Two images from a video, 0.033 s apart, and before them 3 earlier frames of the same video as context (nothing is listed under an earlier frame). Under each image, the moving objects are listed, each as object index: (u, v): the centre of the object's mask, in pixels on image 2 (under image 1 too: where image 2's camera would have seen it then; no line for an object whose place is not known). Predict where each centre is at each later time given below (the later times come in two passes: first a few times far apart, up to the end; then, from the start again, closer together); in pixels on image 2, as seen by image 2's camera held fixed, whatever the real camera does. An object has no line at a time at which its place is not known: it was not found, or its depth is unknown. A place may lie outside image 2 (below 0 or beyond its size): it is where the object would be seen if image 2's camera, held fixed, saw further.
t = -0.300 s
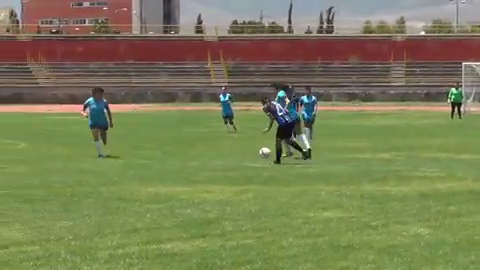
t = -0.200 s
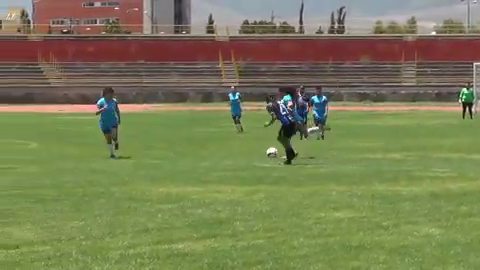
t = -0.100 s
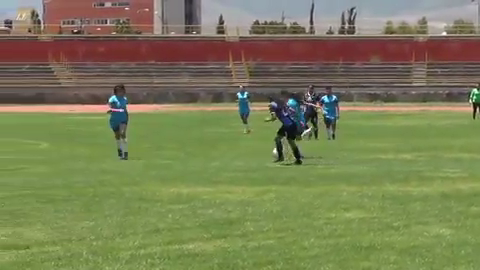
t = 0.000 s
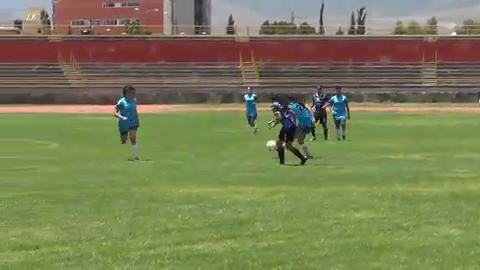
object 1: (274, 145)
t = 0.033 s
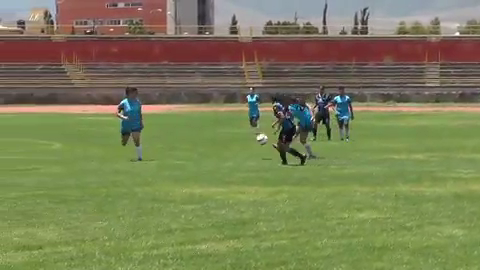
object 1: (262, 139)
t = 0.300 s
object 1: (156, 101)
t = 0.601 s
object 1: (28, 91)
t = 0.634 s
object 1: (12, 92)
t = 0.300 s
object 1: (156, 101)
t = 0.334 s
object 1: (142, 98)
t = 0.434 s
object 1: (101, 92)
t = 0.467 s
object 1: (86, 90)
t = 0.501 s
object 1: (73, 89)
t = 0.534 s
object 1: (58, 90)
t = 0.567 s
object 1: (43, 90)
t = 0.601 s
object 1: (28, 91)
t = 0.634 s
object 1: (12, 92)
